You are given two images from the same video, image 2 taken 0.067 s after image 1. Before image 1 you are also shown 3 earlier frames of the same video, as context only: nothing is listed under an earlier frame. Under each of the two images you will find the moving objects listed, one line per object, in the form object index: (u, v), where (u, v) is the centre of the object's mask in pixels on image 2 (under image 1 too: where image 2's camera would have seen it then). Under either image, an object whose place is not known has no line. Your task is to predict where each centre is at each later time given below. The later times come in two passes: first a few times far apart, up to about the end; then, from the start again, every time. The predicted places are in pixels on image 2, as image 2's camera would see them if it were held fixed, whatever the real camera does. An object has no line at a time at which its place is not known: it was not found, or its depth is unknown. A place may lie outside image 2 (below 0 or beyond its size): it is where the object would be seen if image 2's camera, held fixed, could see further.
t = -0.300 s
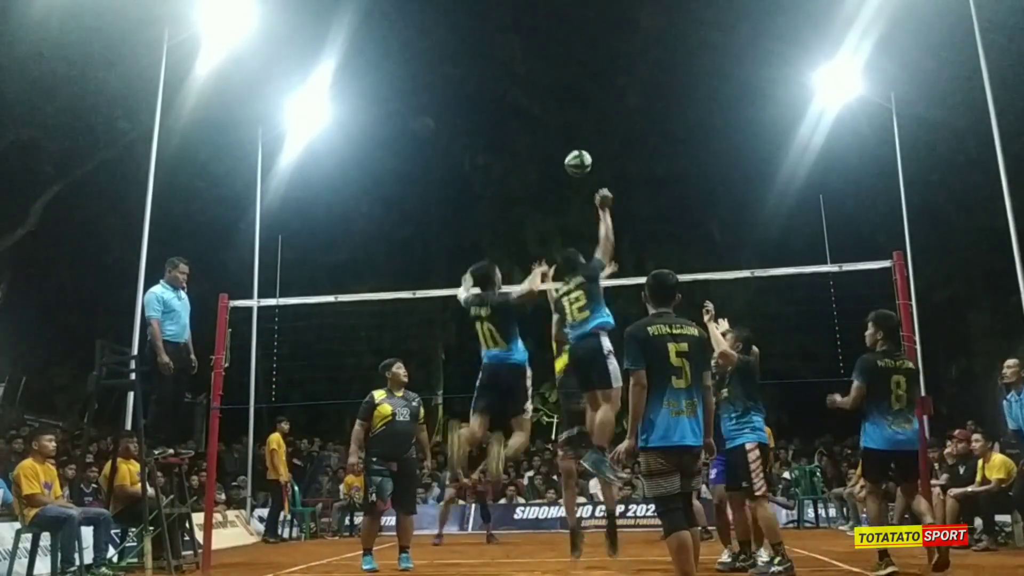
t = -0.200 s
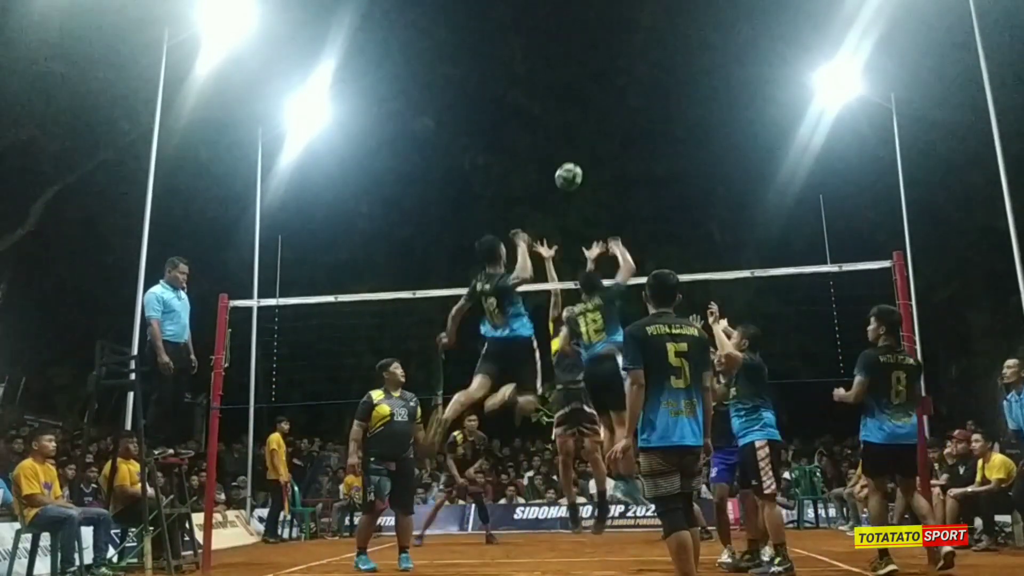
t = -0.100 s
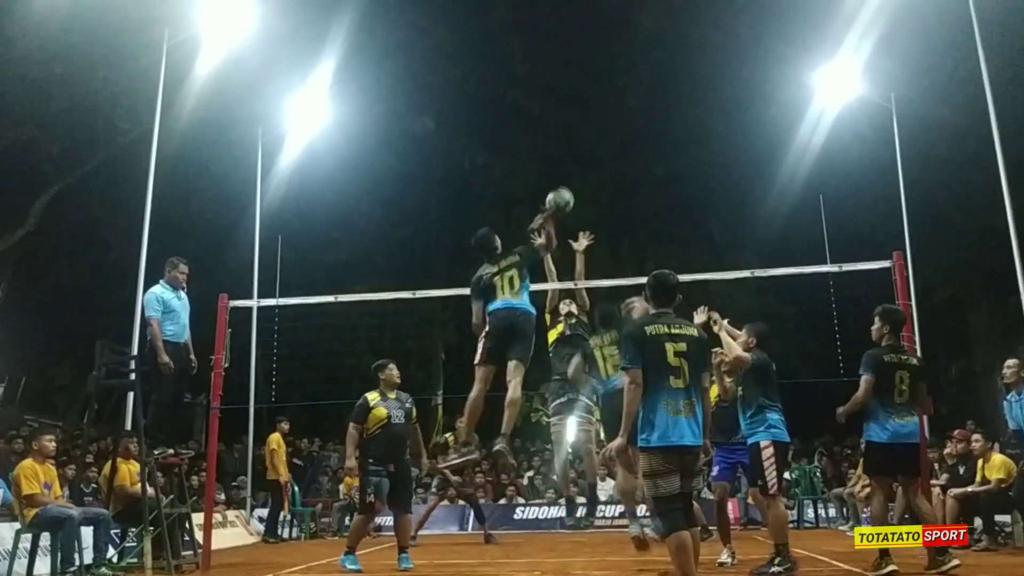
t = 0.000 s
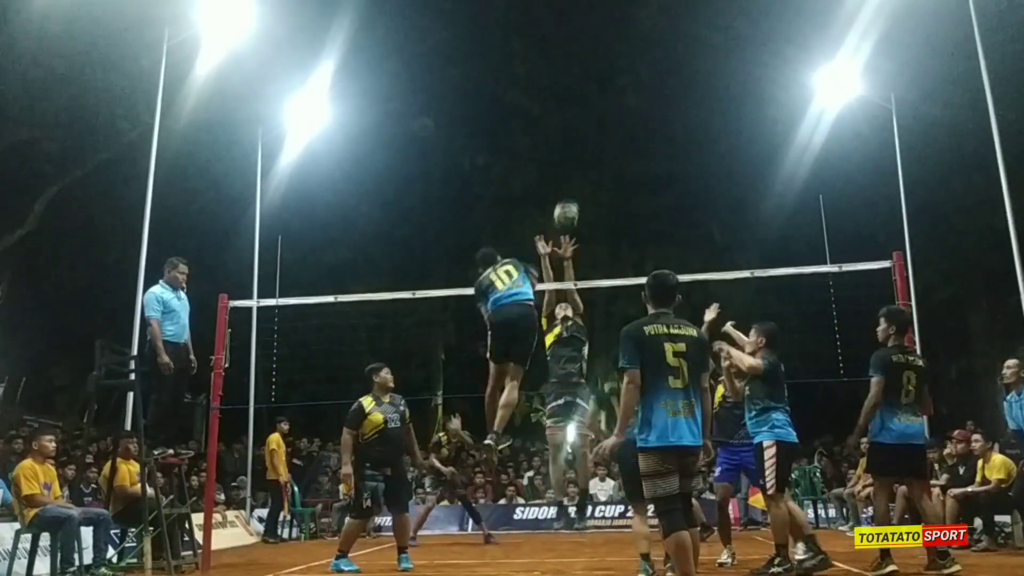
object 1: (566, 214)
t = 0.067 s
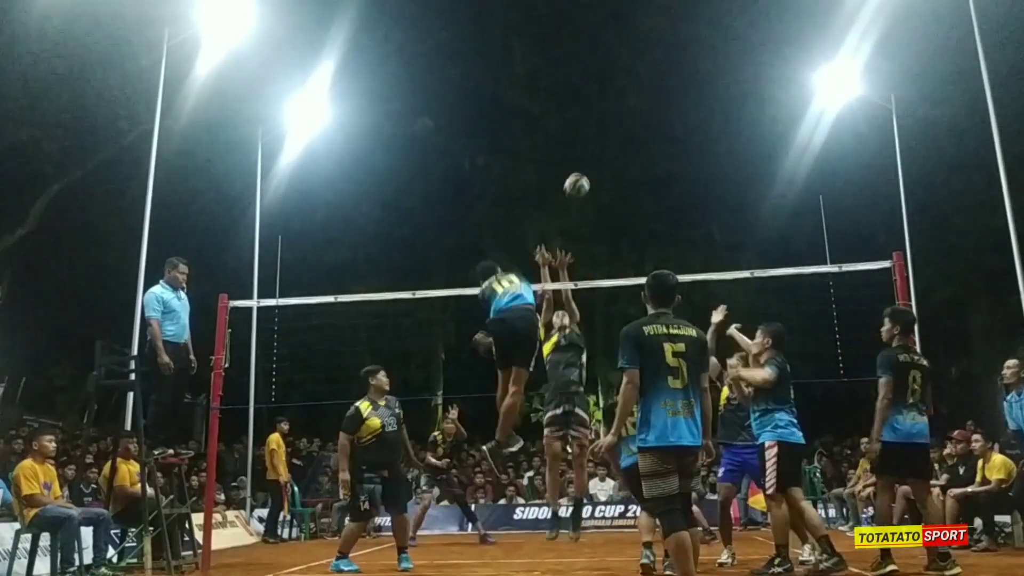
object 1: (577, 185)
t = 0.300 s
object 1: (606, 136)
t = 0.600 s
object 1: (636, 154)
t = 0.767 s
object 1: (650, 195)
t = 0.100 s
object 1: (582, 174)
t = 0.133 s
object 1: (586, 164)
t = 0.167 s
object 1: (590, 155)
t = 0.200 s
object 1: (595, 150)
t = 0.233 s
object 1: (598, 143)
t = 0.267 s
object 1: (602, 139)
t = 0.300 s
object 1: (606, 136)
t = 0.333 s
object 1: (610, 135)
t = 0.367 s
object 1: (613, 133)
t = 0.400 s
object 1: (617, 133)
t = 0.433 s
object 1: (620, 135)
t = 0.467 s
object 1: (623, 137)
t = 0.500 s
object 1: (627, 140)
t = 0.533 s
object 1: (630, 144)
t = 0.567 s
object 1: (633, 149)
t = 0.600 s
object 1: (636, 154)
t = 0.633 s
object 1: (638, 162)
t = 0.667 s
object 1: (641, 169)
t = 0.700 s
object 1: (644, 176)
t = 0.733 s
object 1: (648, 186)
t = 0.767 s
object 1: (650, 195)
